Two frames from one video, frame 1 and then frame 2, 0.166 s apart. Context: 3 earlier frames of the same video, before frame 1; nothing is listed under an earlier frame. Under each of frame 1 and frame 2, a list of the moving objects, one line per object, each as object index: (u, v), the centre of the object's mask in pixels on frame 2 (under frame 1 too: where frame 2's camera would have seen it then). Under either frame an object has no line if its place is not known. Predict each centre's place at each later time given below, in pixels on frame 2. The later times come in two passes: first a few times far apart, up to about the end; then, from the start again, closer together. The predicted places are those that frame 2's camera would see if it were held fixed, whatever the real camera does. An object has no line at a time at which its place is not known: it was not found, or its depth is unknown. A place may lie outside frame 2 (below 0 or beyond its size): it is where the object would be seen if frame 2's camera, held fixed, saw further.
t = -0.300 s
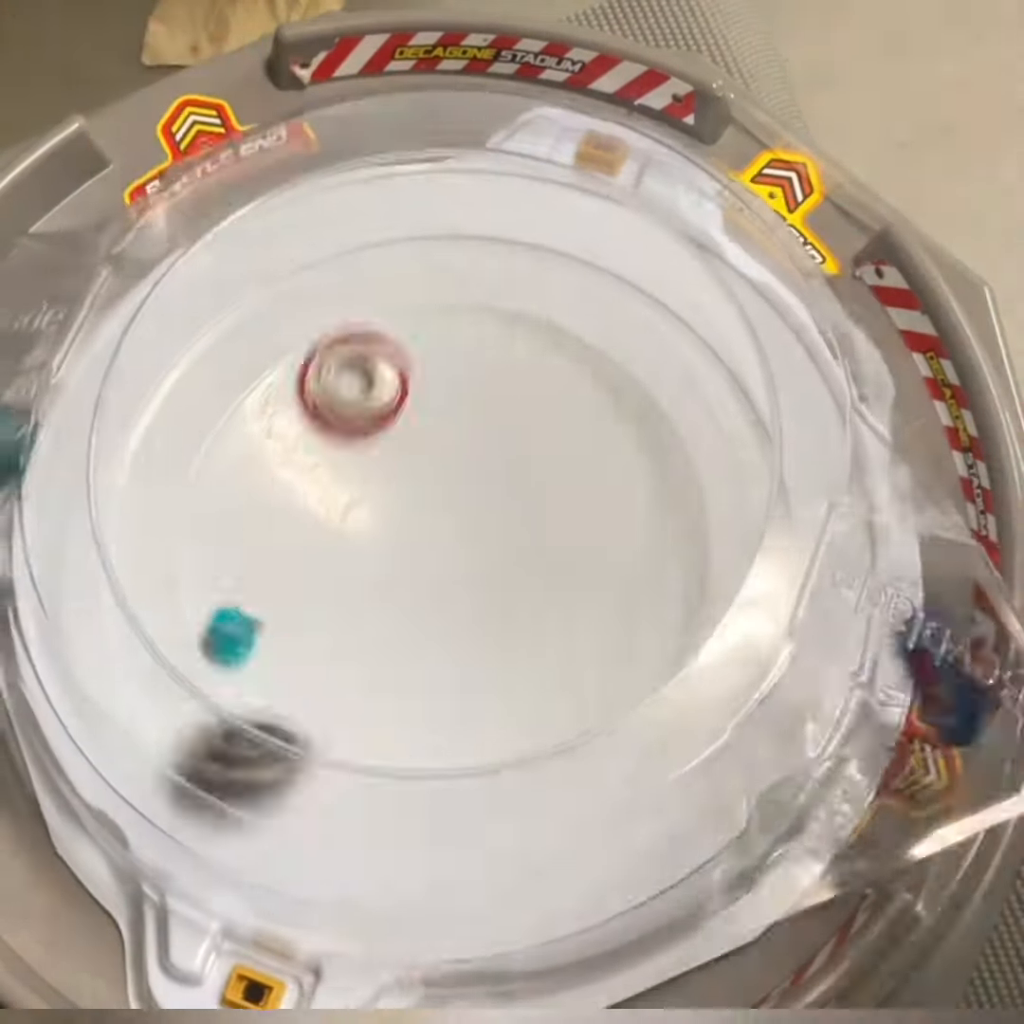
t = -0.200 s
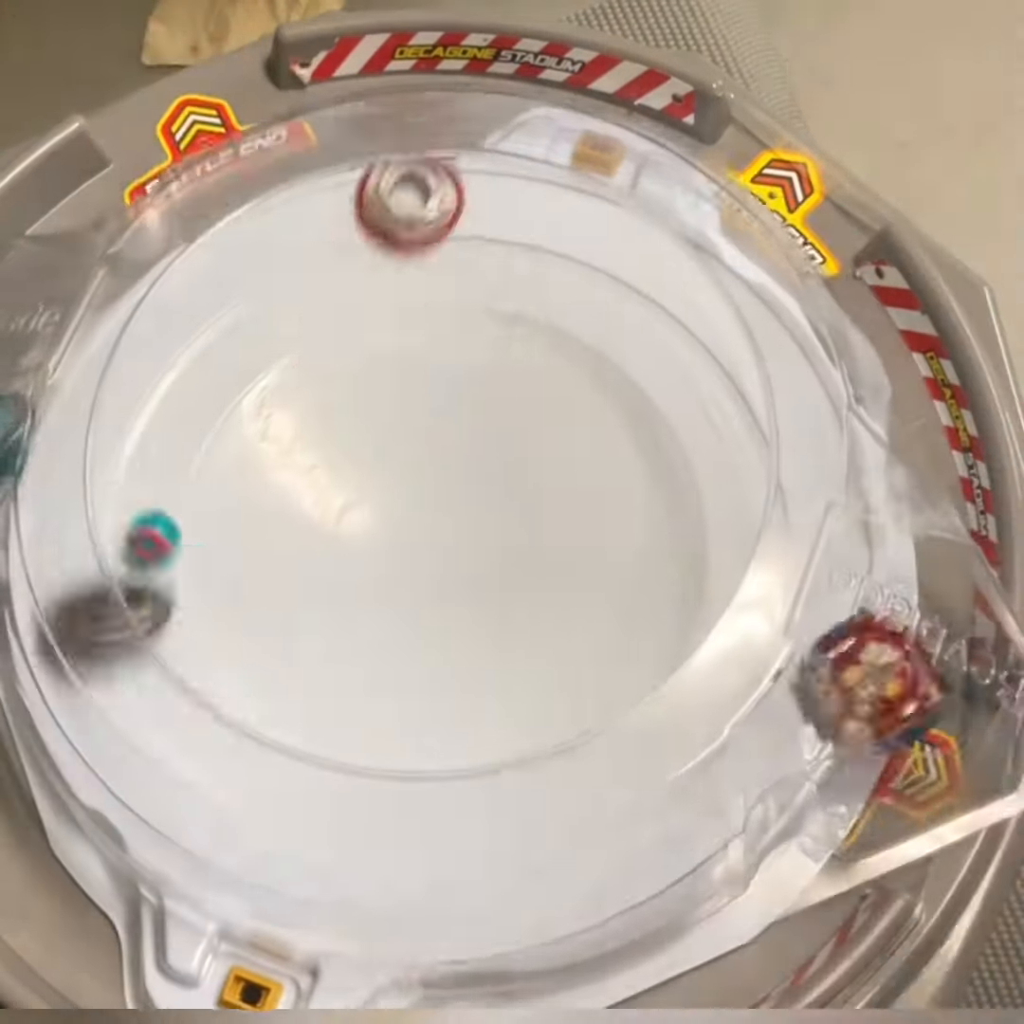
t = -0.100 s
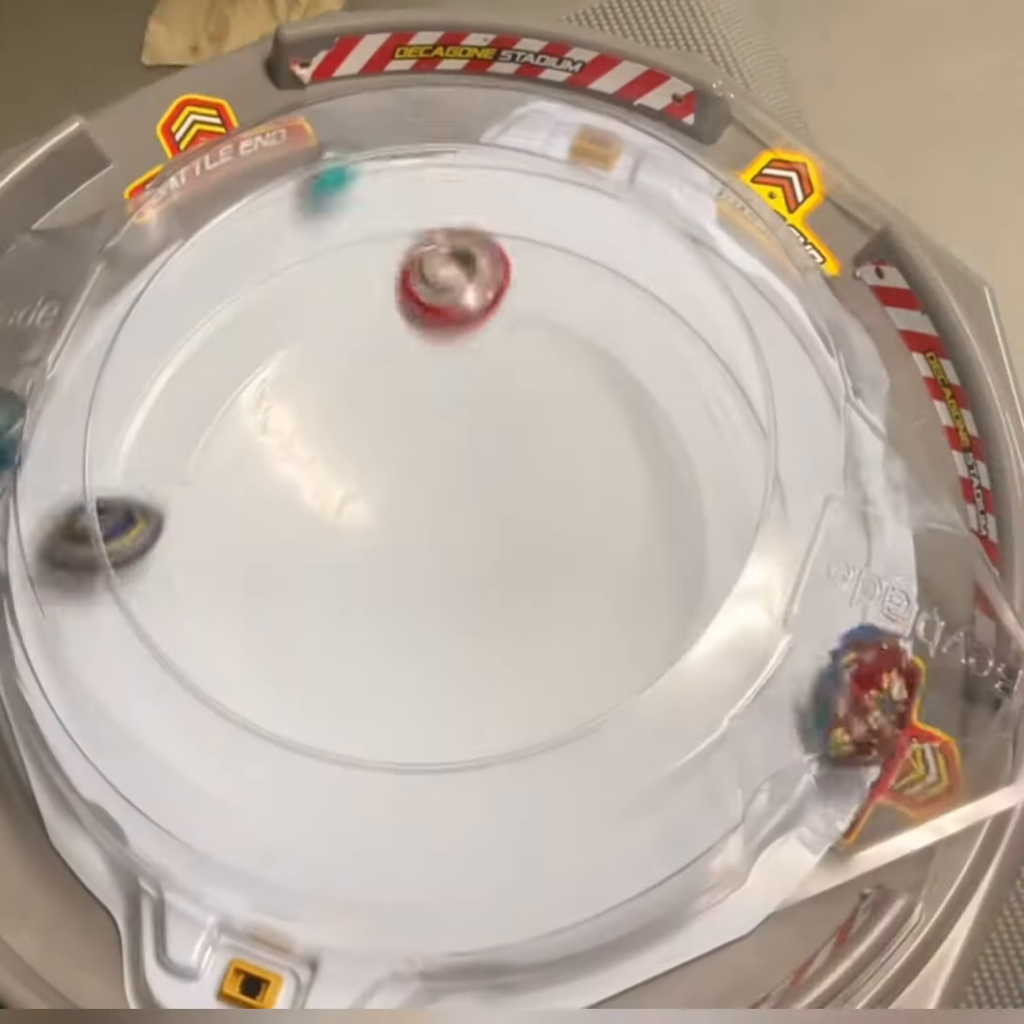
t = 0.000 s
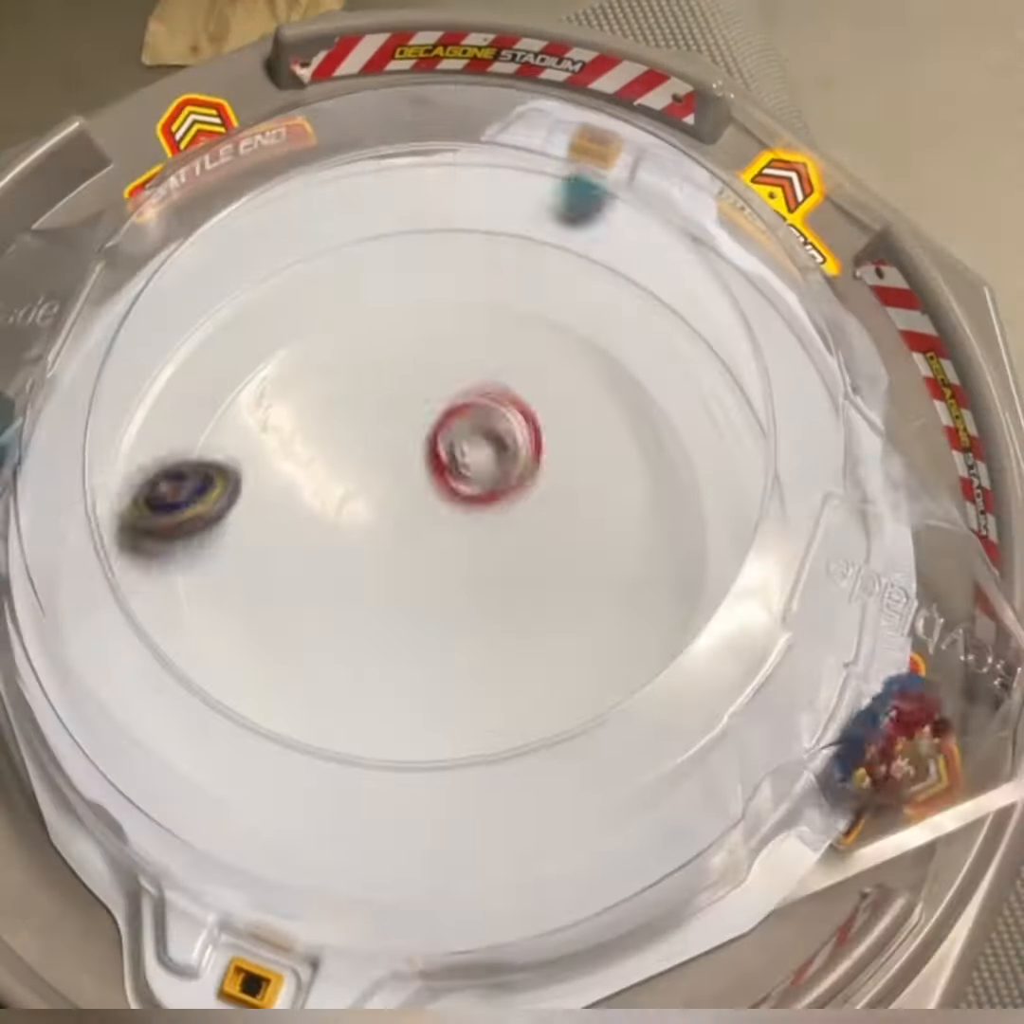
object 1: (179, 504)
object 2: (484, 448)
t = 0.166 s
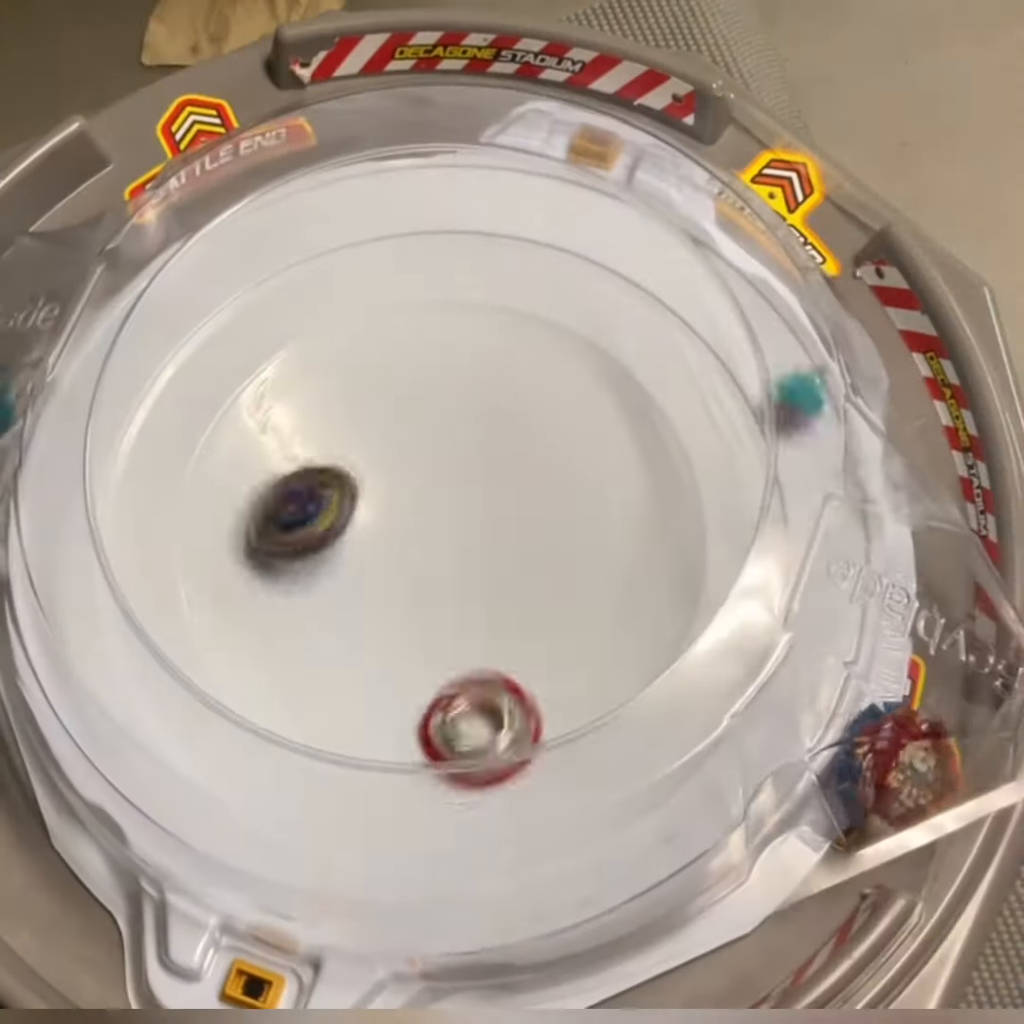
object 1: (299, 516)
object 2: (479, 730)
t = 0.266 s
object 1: (415, 578)
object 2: (441, 826)
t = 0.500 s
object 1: (693, 613)
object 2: (360, 838)
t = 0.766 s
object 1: (752, 472)
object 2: (360, 623)
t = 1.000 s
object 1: (605, 460)
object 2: (417, 519)
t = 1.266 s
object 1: (444, 622)
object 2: (330, 503)
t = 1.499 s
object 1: (369, 616)
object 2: (344, 500)
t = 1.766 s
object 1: (389, 609)
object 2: (354, 499)
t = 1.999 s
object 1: (390, 609)
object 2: (355, 499)
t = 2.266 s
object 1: (390, 609)
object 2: (355, 499)
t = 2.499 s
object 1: (390, 609)
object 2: (355, 499)
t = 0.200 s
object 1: (335, 534)
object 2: (468, 771)
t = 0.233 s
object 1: (372, 553)
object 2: (455, 801)
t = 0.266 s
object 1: (415, 578)
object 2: (441, 826)
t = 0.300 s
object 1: (458, 600)
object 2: (423, 848)
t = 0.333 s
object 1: (504, 617)
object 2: (411, 872)
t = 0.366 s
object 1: (554, 634)
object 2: (398, 887)
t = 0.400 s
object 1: (603, 645)
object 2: (385, 884)
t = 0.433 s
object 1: (638, 640)
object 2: (380, 871)
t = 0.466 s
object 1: (670, 628)
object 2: (369, 855)
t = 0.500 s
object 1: (693, 613)
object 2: (360, 838)
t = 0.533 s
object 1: (713, 591)
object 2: (353, 821)
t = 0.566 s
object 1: (797, 585)
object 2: (346, 798)
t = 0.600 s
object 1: (804, 559)
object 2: (341, 774)
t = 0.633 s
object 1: (795, 533)
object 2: (337, 750)
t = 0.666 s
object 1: (787, 510)
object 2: (338, 718)
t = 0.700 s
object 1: (776, 494)
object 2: (344, 687)
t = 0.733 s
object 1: (764, 482)
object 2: (351, 655)
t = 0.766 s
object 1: (752, 472)
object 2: (360, 623)
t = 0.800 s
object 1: (737, 465)
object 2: (372, 594)
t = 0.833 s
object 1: (723, 459)
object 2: (383, 568)
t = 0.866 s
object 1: (707, 455)
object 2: (394, 547)
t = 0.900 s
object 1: (691, 452)
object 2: (404, 531)
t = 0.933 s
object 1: (669, 451)
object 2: (412, 522)
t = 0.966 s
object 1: (642, 452)
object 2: (416, 519)
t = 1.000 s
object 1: (605, 460)
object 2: (417, 519)
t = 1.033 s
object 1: (557, 477)
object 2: (417, 519)
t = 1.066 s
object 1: (526, 498)
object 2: (399, 515)
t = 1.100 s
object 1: (519, 522)
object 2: (368, 507)
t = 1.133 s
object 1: (514, 550)
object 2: (345, 502)
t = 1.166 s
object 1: (506, 579)
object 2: (332, 501)
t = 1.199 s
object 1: (491, 594)
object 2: (327, 501)
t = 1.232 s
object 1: (469, 610)
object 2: (327, 501)
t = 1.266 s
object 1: (444, 622)
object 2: (330, 503)
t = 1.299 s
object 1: (427, 630)
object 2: (333, 504)
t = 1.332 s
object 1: (408, 631)
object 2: (335, 505)
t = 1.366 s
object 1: (392, 629)
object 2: (337, 506)
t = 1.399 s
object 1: (382, 624)
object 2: (339, 506)
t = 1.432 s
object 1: (374, 617)
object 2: (341, 507)
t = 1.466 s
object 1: (369, 613)
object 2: (342, 504)
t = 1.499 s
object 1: (369, 616)
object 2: (344, 500)
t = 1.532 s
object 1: (371, 613)
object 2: (345, 501)
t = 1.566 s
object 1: (377, 610)
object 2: (346, 501)
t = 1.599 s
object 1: (382, 611)
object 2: (348, 498)
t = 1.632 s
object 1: (386, 610)
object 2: (351, 498)
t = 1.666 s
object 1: (388, 609)
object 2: (353, 498)
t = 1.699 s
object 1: (389, 609)
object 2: (353, 499)
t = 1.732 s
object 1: (389, 609)
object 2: (354, 499)
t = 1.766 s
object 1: (389, 609)
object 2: (354, 499)
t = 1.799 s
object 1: (389, 609)
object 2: (354, 499)
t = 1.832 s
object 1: (389, 609)
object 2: (355, 499)
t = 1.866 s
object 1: (390, 609)
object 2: (355, 499)
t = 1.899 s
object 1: (390, 609)
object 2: (355, 499)
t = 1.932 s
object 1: (390, 609)
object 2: (355, 499)
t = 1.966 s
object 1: (390, 609)
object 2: (355, 499)
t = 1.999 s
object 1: (390, 609)
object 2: (355, 499)
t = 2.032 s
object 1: (390, 609)
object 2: (355, 499)
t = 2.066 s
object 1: (390, 609)
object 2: (355, 499)
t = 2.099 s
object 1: (390, 609)
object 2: (355, 499)
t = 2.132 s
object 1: (390, 609)
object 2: (355, 499)
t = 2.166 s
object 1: (390, 609)
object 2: (355, 499)
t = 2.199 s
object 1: (390, 609)
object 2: (355, 499)
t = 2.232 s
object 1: (390, 609)
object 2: (355, 499)
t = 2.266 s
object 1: (390, 609)
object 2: (355, 499)
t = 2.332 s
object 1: (390, 609)
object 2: (355, 499)
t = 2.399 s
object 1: (390, 609)
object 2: (355, 499)
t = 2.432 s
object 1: (390, 609)
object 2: (355, 499)
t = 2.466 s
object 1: (390, 609)
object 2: (355, 499)
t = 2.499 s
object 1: (390, 609)
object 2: (355, 499)
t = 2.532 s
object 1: (390, 609)
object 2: (355, 499)
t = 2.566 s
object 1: (390, 609)
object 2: (355, 499)
